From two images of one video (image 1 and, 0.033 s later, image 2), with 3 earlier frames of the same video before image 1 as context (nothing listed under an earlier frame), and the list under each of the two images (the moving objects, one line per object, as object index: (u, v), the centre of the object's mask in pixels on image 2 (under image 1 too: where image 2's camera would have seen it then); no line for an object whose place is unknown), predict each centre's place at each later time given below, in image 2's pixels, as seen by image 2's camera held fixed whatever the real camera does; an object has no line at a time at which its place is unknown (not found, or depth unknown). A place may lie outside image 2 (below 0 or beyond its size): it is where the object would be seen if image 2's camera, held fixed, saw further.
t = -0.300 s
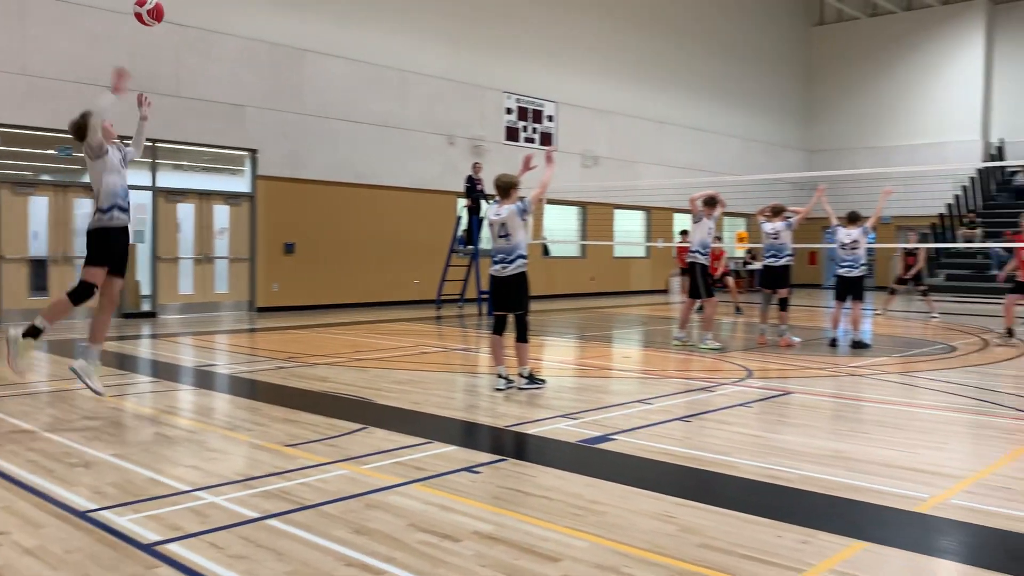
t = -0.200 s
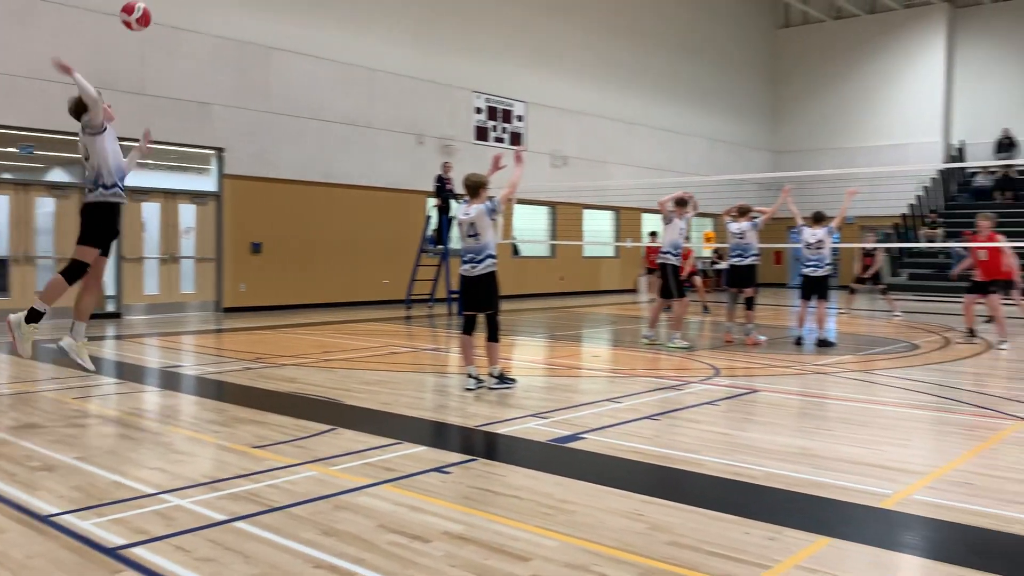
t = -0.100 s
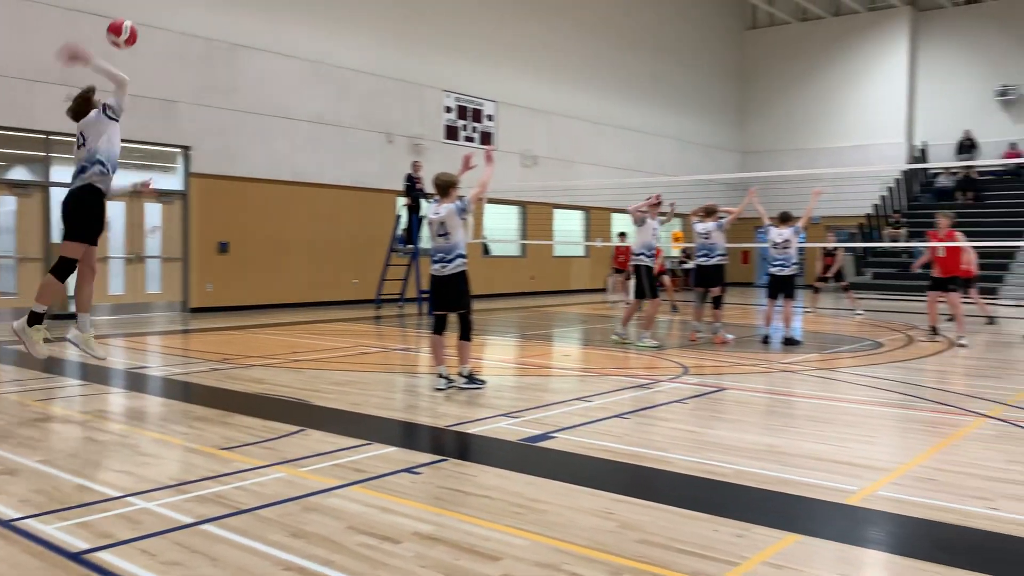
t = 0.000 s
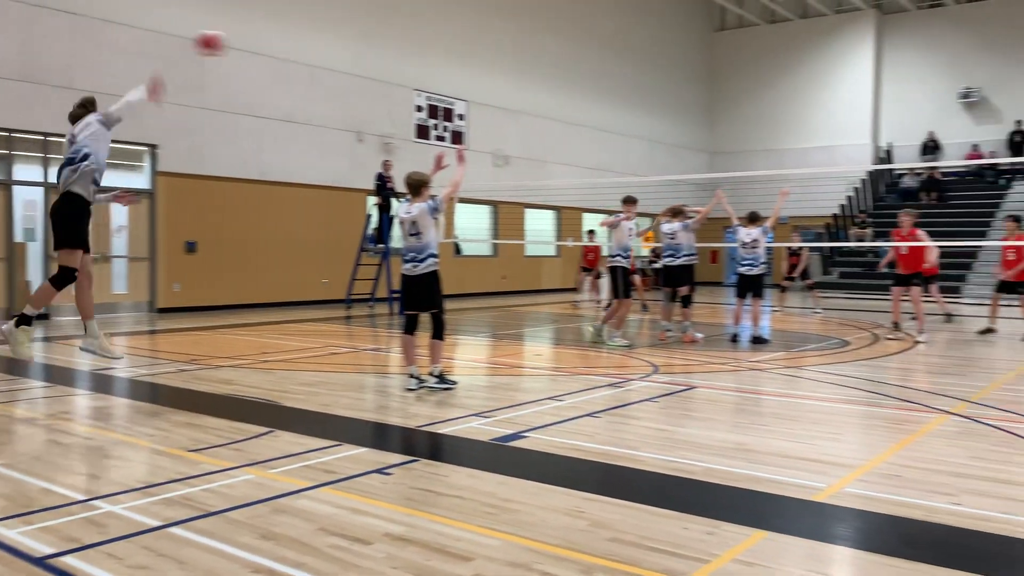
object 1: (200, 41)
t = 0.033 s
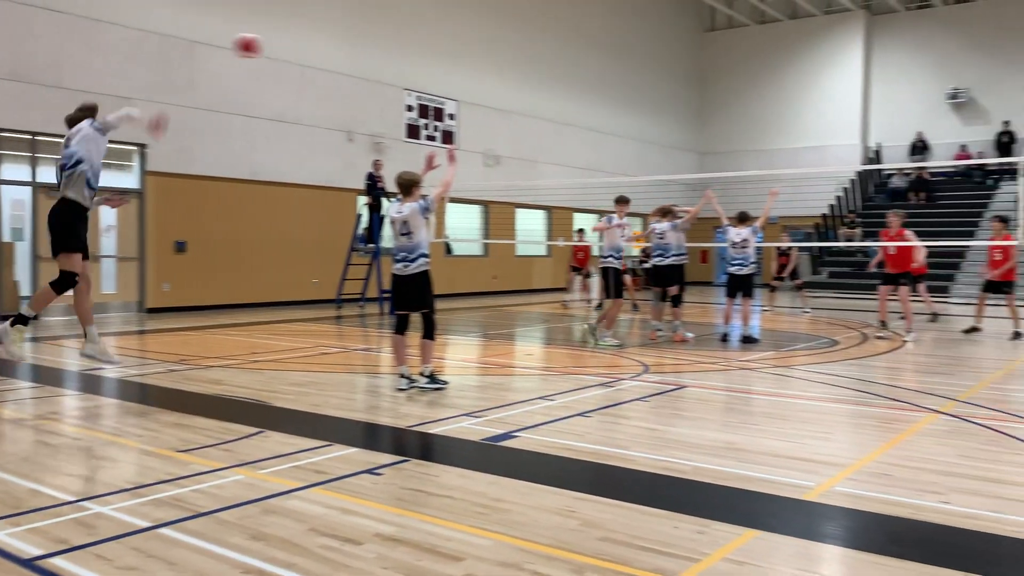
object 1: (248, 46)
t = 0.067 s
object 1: (291, 49)
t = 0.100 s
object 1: (330, 54)
